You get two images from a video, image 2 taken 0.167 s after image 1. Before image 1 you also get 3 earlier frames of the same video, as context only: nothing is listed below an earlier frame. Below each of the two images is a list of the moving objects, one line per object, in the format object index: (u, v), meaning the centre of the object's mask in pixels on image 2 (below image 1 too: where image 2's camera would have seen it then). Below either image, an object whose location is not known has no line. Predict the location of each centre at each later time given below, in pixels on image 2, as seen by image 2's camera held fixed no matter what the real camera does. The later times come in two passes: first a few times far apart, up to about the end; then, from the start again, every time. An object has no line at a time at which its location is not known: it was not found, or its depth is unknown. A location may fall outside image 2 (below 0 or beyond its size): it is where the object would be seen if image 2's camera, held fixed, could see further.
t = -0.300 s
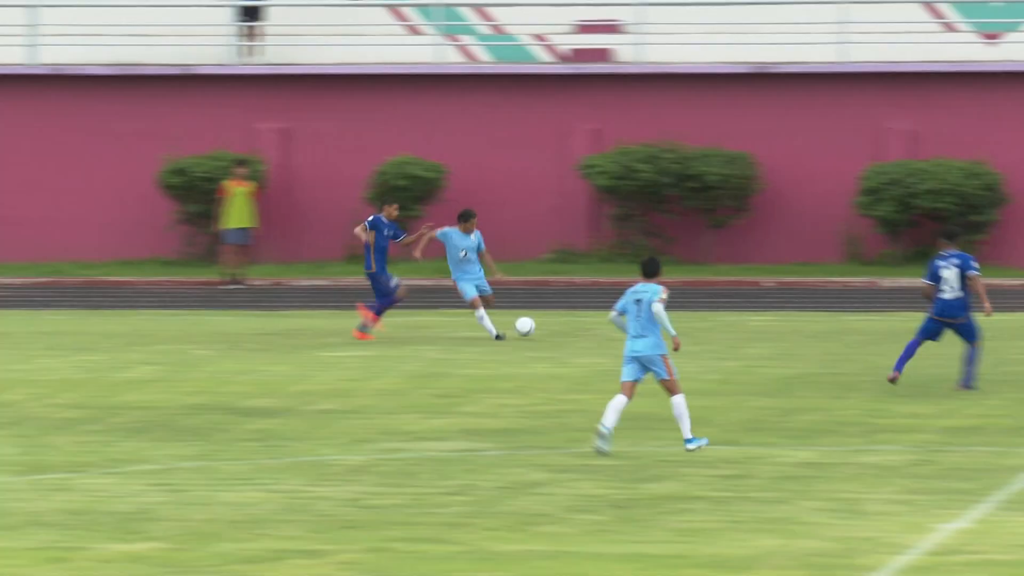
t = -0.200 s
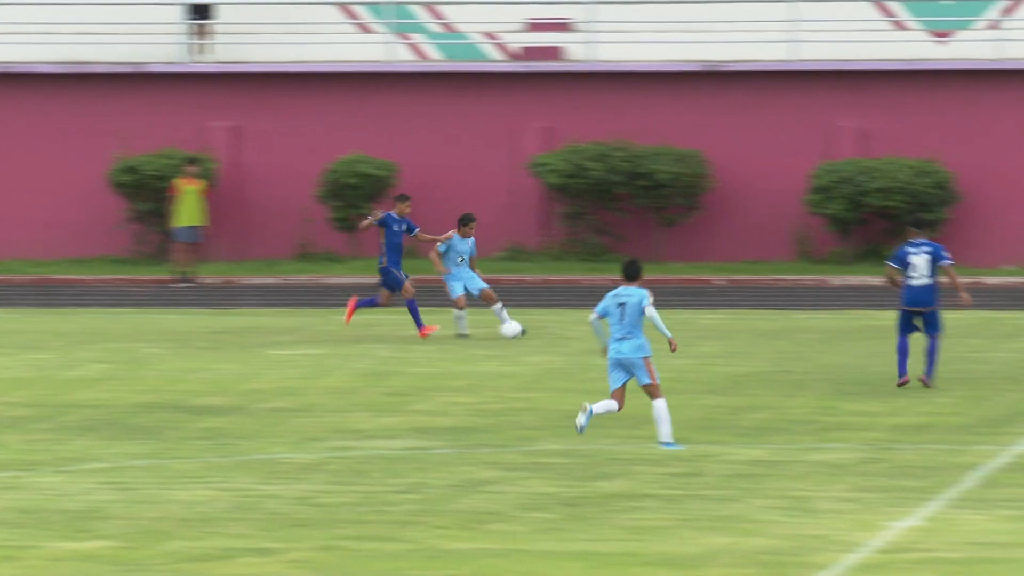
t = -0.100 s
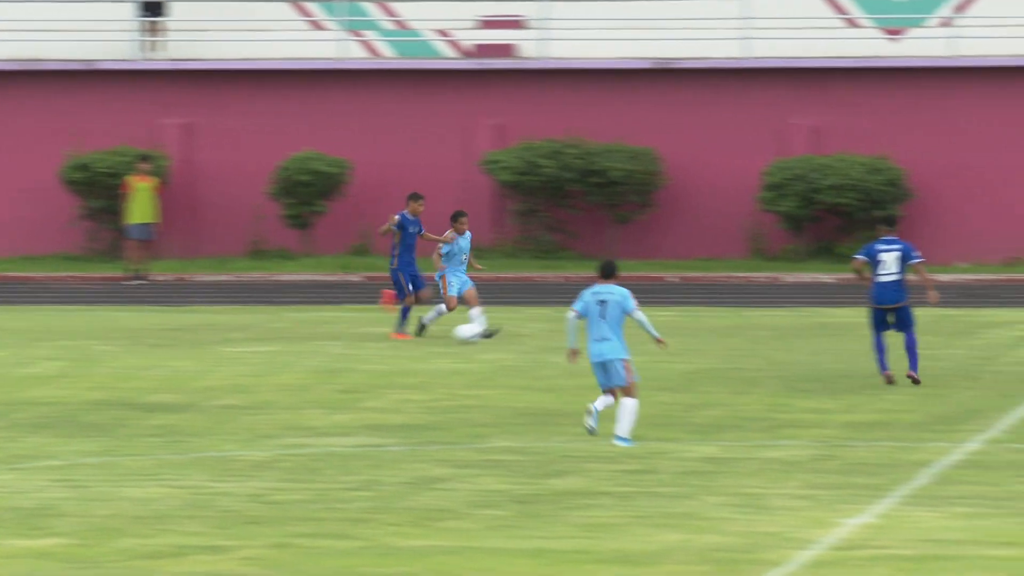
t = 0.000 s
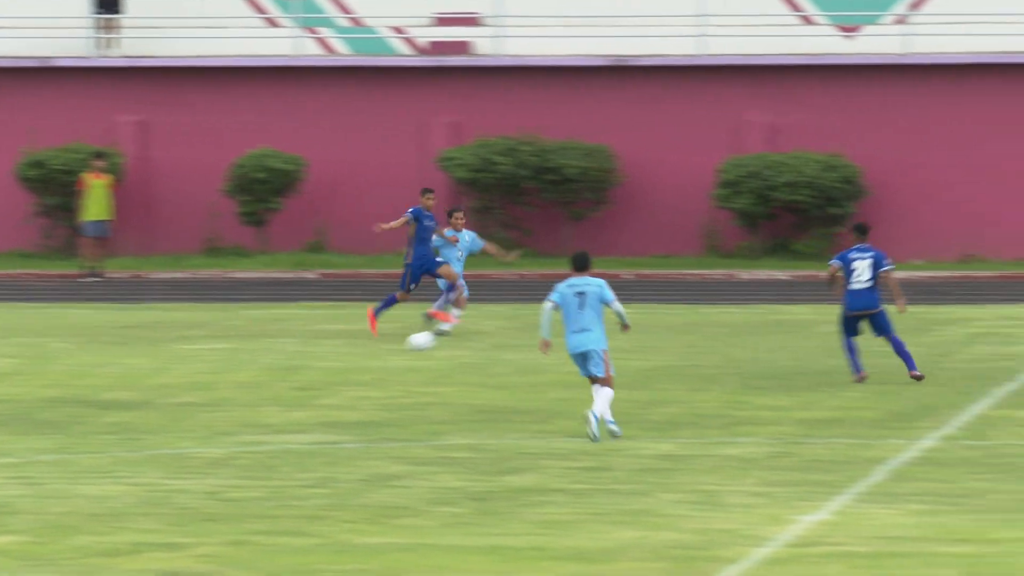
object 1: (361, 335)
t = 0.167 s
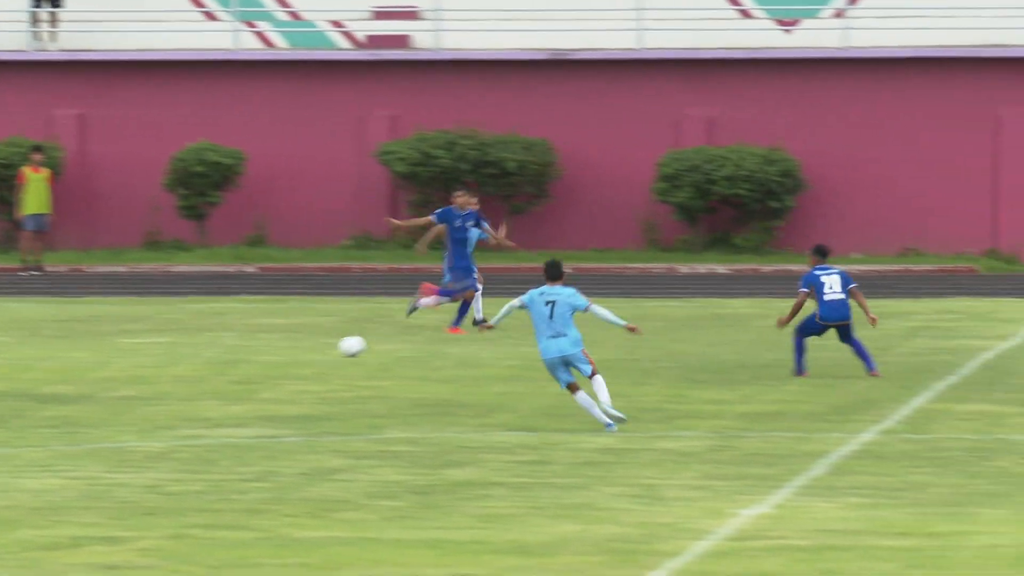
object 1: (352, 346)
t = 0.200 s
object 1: (348, 349)
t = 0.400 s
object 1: (329, 364)
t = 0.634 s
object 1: (306, 378)
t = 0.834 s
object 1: (289, 388)
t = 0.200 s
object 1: (348, 349)
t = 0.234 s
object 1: (345, 353)
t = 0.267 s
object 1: (342, 355)
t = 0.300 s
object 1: (339, 356)
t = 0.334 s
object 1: (336, 358)
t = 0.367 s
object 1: (333, 361)
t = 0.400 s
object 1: (329, 364)
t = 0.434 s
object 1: (326, 366)
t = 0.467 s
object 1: (322, 368)
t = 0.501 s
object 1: (320, 368)
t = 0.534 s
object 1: (316, 370)
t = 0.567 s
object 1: (313, 373)
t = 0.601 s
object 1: (309, 376)
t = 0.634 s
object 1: (306, 378)
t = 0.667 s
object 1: (303, 380)
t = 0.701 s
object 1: (300, 380)
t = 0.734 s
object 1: (297, 381)
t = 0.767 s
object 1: (294, 383)
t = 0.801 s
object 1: (292, 385)
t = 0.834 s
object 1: (289, 388)
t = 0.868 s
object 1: (286, 389)
